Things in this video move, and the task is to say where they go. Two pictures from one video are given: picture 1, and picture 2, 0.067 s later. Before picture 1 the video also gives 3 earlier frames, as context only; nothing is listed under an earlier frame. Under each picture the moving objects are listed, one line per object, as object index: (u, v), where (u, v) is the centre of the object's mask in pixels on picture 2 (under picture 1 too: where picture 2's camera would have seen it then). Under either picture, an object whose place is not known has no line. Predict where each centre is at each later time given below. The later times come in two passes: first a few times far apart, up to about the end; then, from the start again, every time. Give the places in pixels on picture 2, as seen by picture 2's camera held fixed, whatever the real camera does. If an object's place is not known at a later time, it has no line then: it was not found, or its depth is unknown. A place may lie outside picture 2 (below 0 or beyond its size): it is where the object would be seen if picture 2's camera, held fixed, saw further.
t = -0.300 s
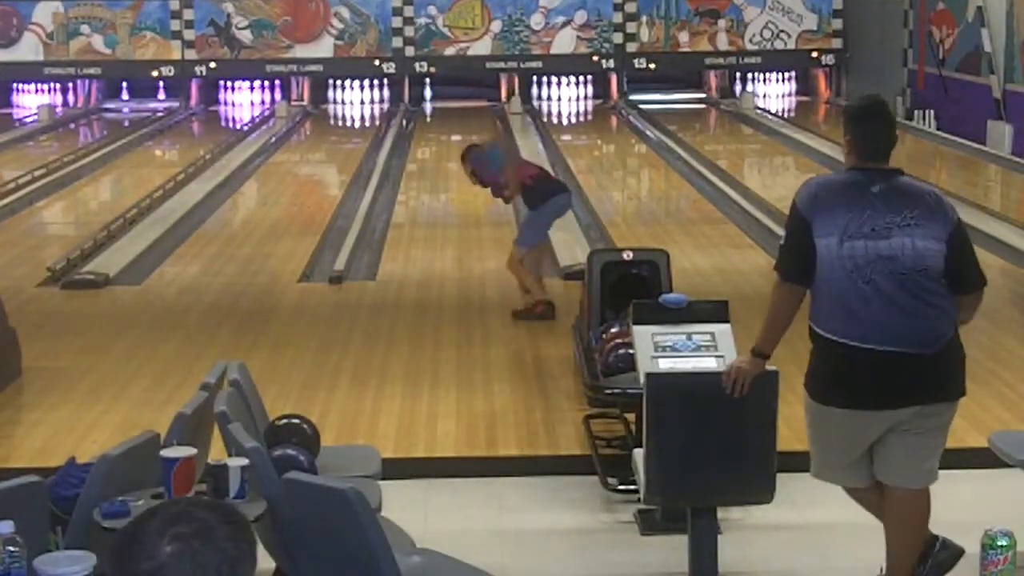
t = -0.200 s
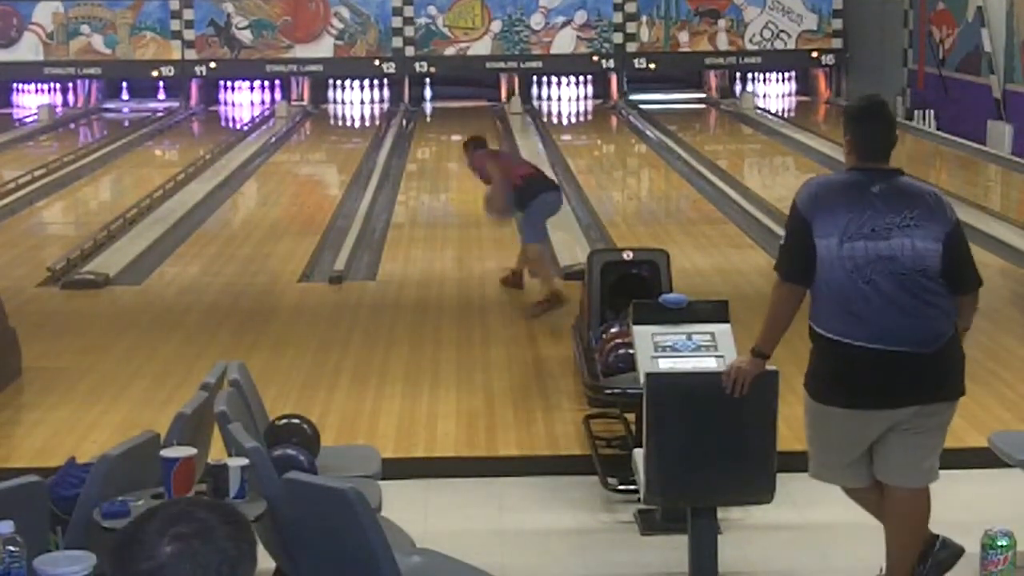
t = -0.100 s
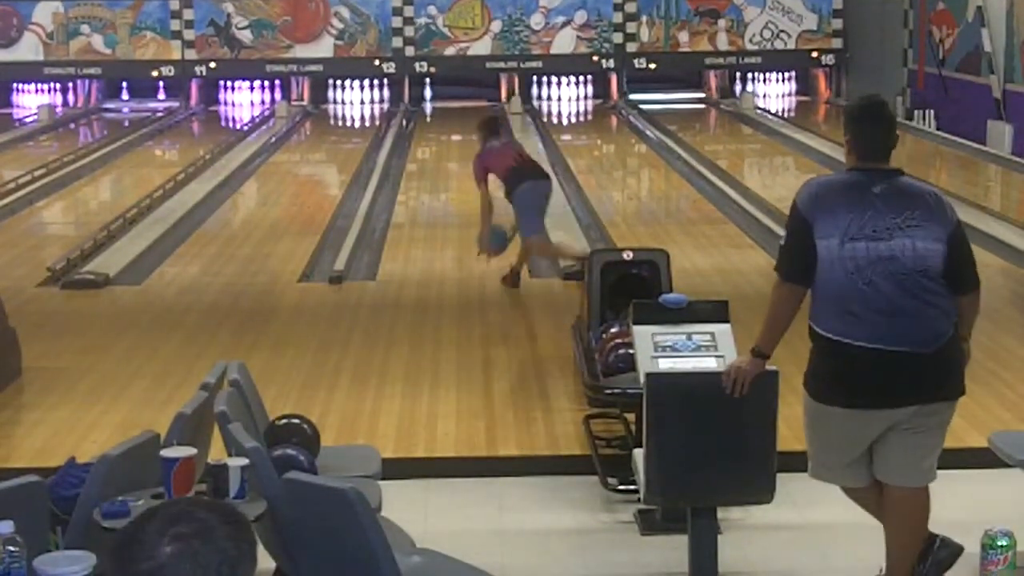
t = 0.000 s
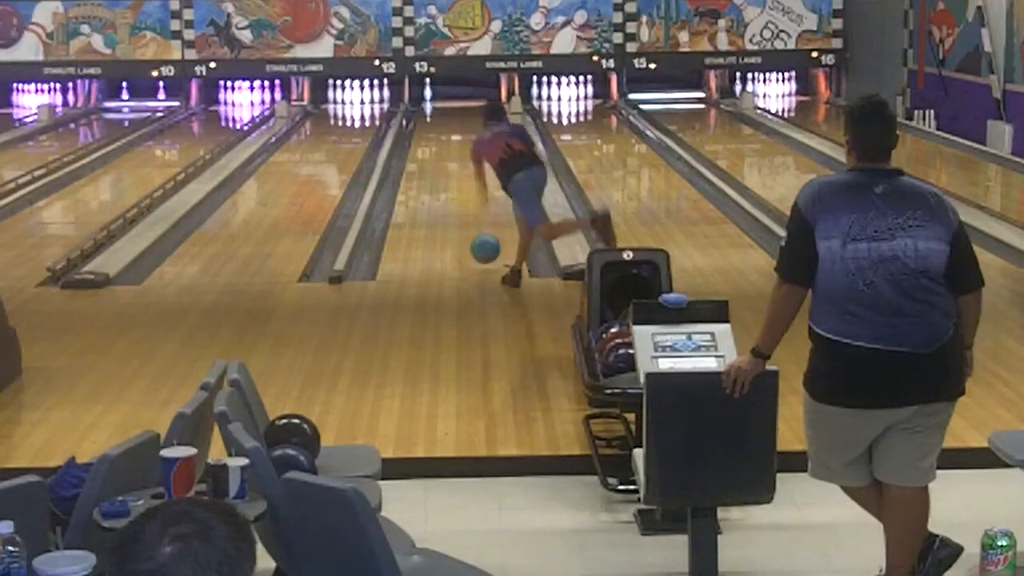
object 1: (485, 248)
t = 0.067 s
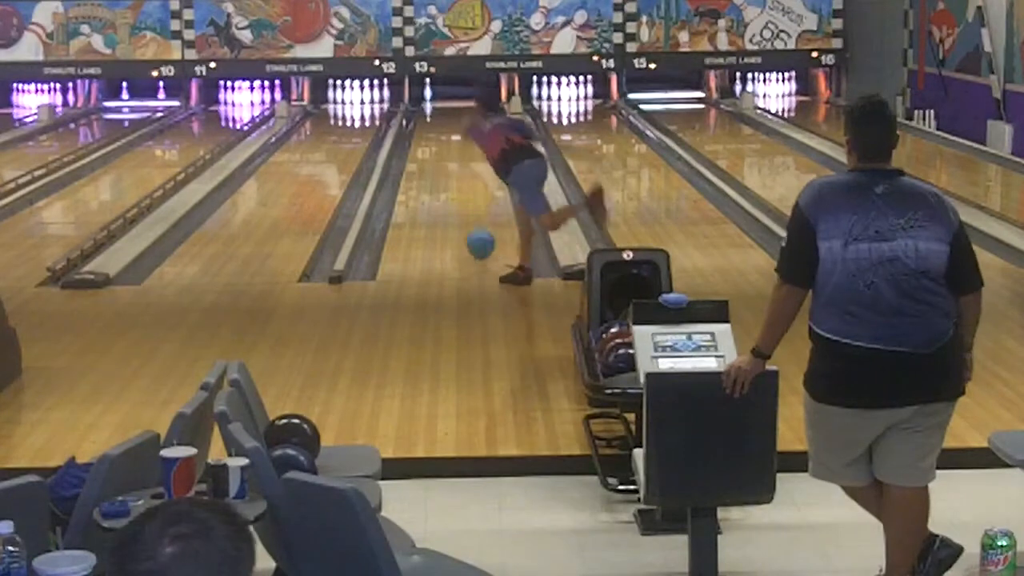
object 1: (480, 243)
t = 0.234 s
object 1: (470, 222)
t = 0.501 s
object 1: (457, 192)
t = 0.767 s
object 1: (446, 169)
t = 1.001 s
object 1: (441, 153)
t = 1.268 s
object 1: (433, 137)
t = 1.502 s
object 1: (430, 125)
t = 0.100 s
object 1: (478, 239)
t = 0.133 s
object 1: (475, 235)
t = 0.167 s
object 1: (474, 230)
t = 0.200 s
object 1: (472, 227)
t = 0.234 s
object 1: (470, 222)
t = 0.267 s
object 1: (468, 218)
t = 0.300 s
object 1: (466, 214)
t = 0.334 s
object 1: (464, 210)
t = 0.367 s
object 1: (462, 206)
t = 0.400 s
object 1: (461, 203)
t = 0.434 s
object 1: (459, 199)
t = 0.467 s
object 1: (458, 195)
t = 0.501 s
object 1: (457, 192)
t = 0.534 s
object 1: (456, 189)
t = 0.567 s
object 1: (454, 186)
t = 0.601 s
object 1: (452, 183)
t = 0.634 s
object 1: (452, 180)
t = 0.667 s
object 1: (450, 177)
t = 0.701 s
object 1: (449, 175)
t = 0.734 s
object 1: (448, 172)
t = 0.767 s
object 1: (446, 169)
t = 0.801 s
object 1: (446, 167)
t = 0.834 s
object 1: (444, 164)
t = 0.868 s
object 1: (443, 162)
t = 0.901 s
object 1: (442, 159)
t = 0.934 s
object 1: (442, 157)
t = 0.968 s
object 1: (442, 155)
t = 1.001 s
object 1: (441, 153)
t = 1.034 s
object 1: (439, 150)
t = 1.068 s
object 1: (438, 149)
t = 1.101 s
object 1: (438, 146)
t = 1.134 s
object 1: (437, 145)
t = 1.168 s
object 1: (437, 143)
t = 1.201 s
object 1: (435, 141)
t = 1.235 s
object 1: (434, 139)
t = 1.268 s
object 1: (433, 137)
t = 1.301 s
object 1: (433, 135)
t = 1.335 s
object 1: (432, 133)
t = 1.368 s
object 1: (431, 131)
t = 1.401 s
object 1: (431, 130)
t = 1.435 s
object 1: (431, 129)
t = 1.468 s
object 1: (430, 128)
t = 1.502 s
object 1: (430, 125)
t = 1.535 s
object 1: (429, 124)
